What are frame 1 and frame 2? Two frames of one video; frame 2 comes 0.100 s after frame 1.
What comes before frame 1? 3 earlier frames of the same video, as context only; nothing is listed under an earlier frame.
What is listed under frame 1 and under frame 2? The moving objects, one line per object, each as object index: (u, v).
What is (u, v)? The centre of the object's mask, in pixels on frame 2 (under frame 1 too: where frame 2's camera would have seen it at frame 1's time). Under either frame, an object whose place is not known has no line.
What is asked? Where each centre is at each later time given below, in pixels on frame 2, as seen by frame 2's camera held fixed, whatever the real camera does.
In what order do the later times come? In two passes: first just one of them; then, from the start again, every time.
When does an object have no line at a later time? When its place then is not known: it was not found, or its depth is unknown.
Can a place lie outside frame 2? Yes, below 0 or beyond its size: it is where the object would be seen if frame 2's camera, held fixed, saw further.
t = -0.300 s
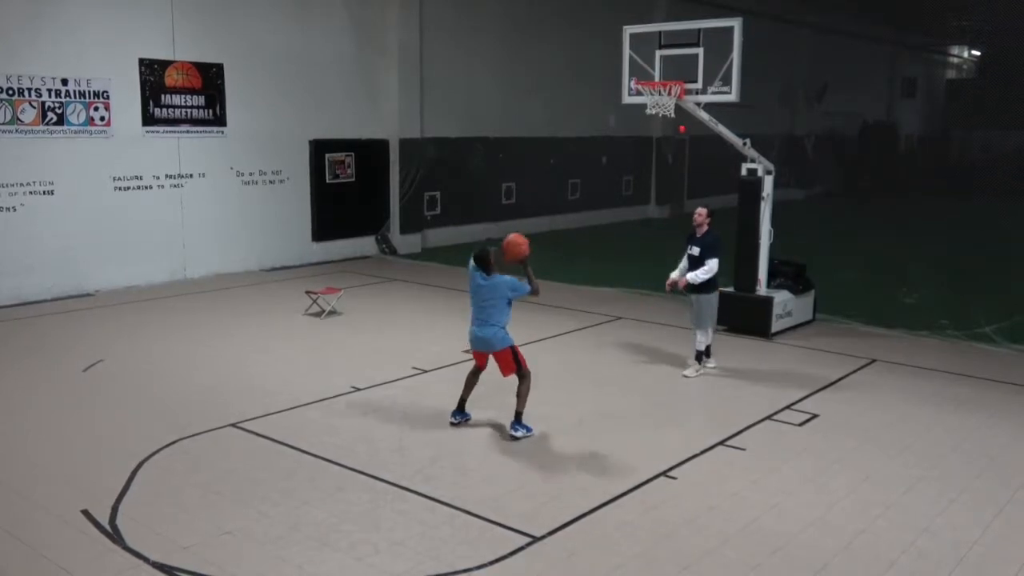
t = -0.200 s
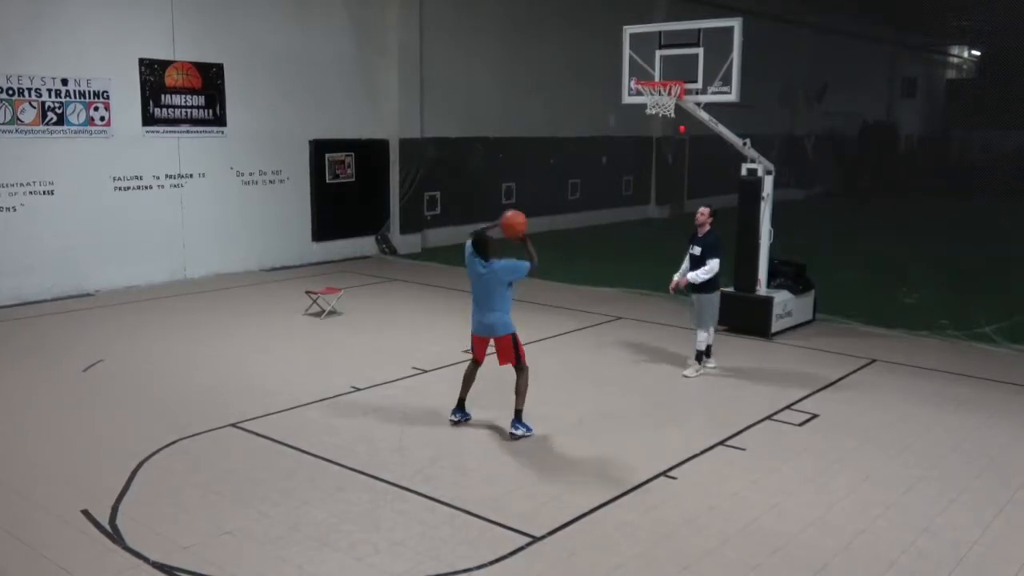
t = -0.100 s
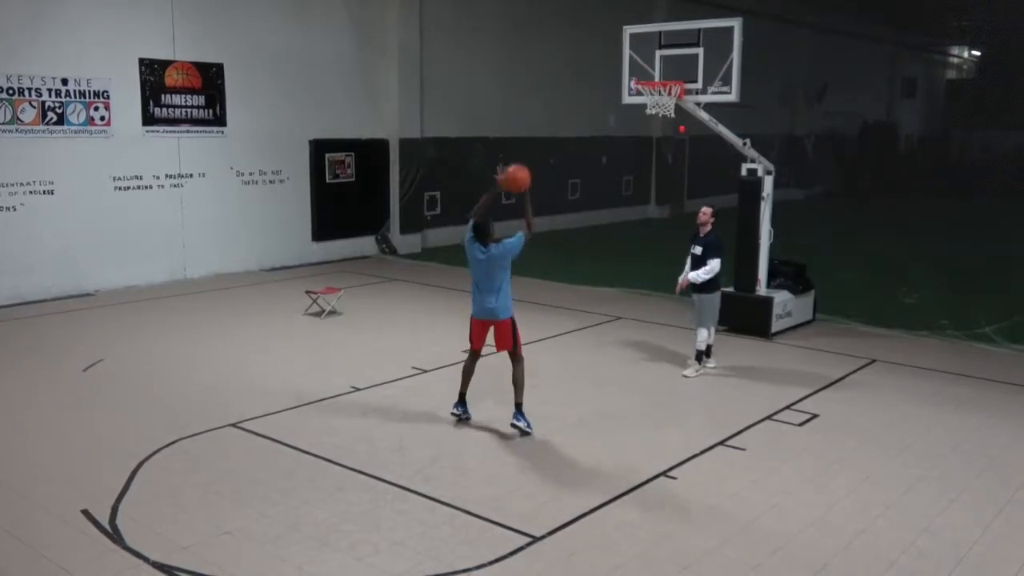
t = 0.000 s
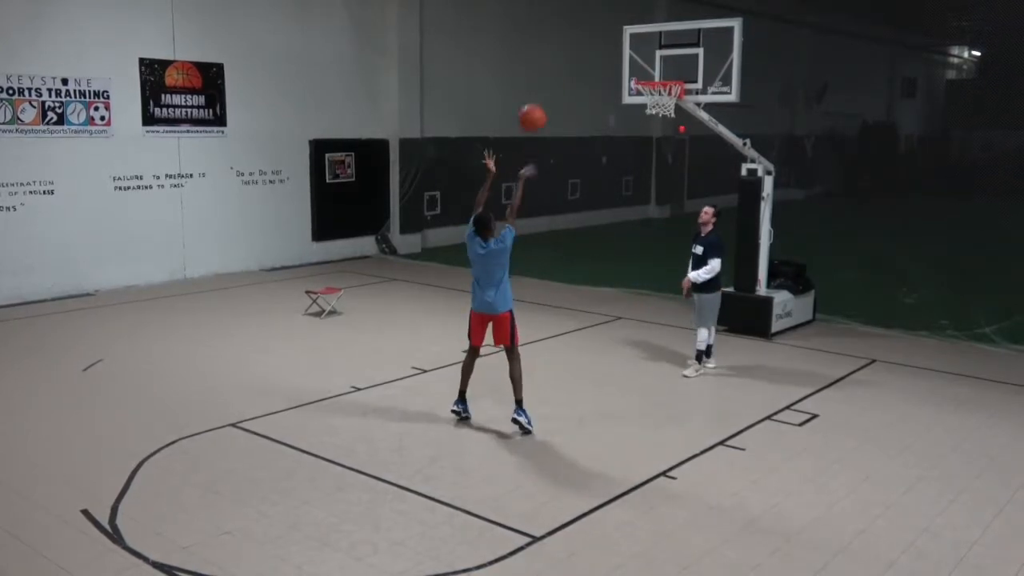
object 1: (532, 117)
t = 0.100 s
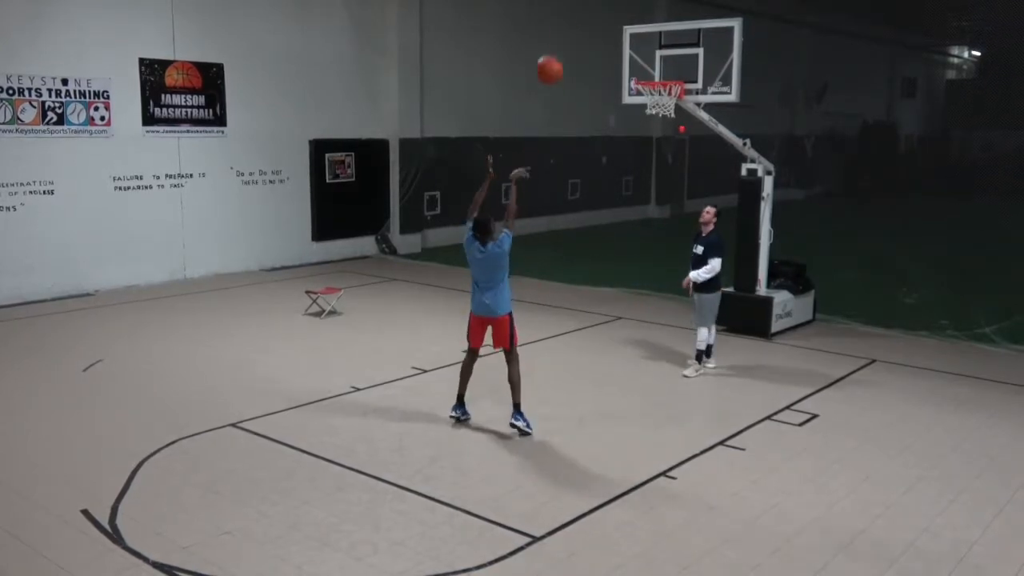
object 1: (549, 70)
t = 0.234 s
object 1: (570, 23)
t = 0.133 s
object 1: (554, 56)
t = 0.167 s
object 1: (560, 44)
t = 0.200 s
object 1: (564, 33)
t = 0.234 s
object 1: (570, 23)
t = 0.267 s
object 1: (575, 16)
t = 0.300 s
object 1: (579, 11)
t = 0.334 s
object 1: (585, 8)
